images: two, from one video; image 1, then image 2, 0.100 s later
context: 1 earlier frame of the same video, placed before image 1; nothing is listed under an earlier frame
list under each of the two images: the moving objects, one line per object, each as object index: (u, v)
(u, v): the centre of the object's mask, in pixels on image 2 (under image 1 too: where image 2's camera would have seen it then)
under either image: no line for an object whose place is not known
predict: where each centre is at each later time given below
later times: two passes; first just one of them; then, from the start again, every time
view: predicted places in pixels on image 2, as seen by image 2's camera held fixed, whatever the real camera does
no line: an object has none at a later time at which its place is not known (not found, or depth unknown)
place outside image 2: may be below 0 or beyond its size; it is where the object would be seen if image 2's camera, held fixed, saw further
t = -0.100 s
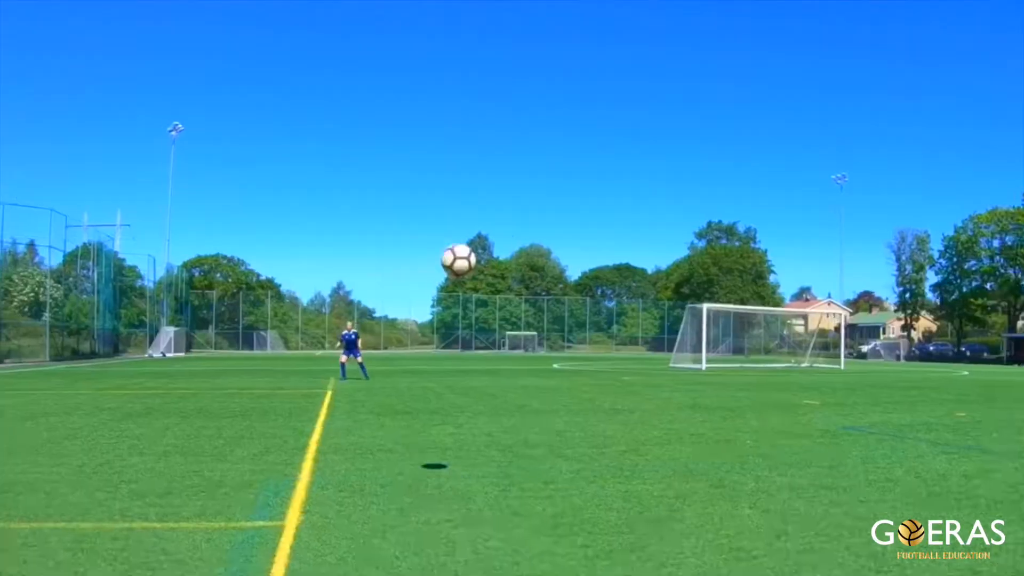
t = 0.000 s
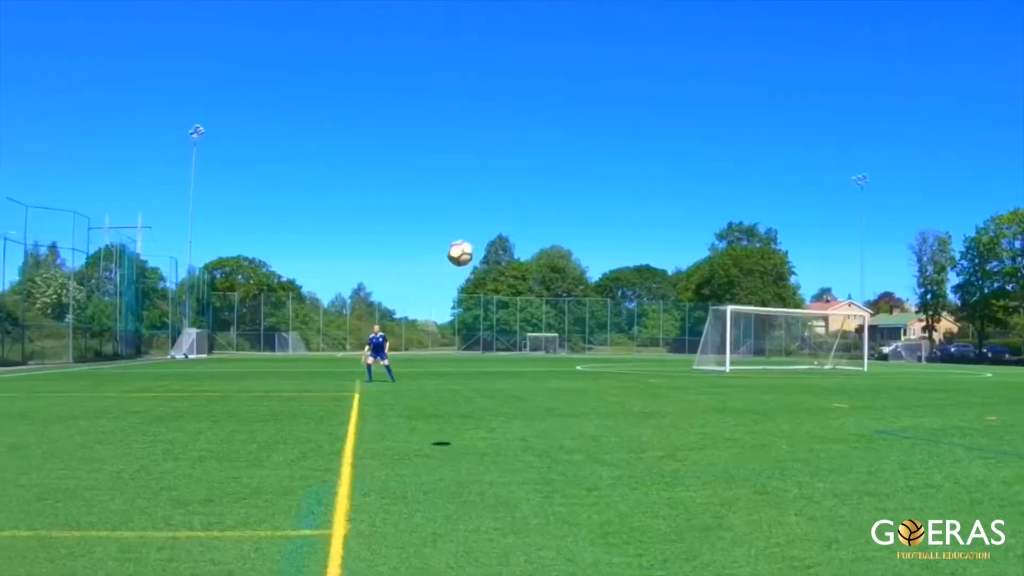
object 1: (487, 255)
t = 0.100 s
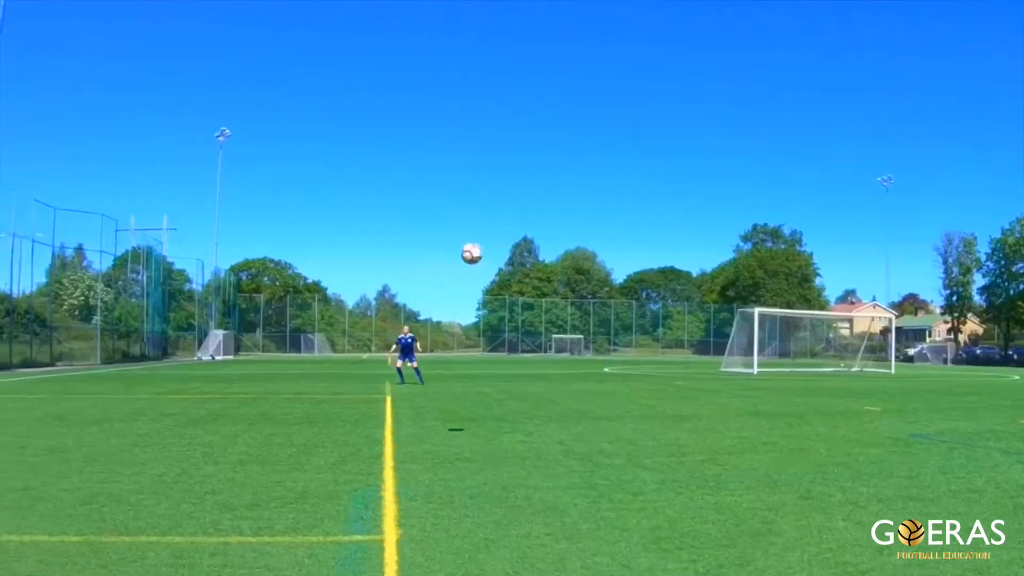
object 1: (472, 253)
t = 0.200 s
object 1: (458, 258)
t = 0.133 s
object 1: (467, 254)
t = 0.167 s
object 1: (462, 256)
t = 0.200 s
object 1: (458, 258)
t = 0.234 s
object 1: (455, 260)
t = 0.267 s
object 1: (451, 263)
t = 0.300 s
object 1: (447, 265)
